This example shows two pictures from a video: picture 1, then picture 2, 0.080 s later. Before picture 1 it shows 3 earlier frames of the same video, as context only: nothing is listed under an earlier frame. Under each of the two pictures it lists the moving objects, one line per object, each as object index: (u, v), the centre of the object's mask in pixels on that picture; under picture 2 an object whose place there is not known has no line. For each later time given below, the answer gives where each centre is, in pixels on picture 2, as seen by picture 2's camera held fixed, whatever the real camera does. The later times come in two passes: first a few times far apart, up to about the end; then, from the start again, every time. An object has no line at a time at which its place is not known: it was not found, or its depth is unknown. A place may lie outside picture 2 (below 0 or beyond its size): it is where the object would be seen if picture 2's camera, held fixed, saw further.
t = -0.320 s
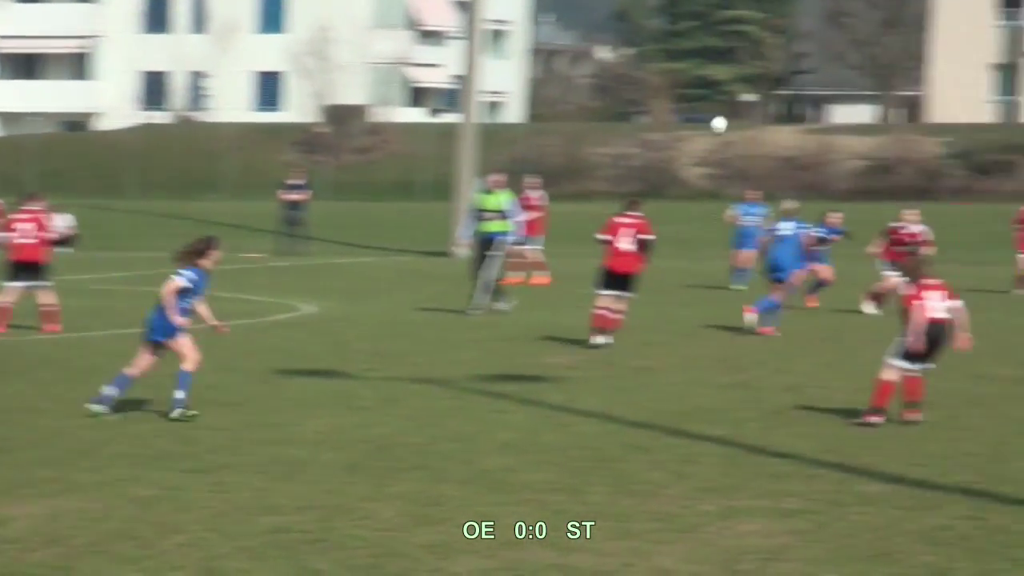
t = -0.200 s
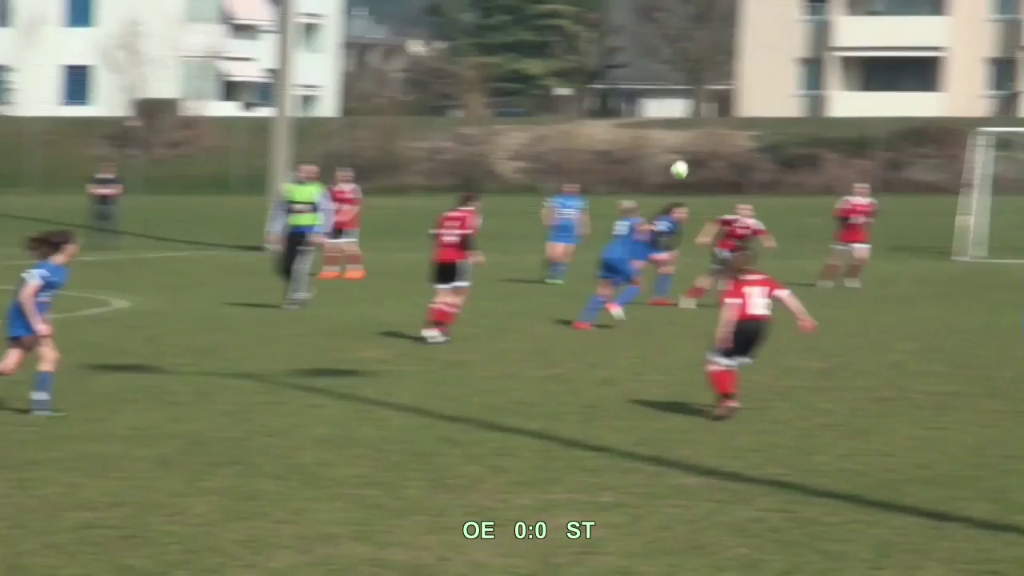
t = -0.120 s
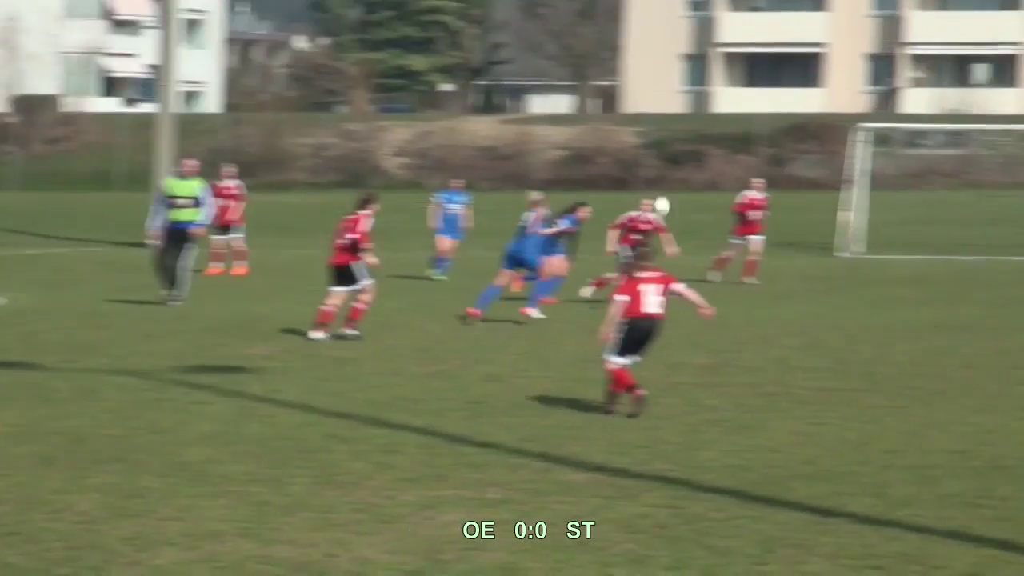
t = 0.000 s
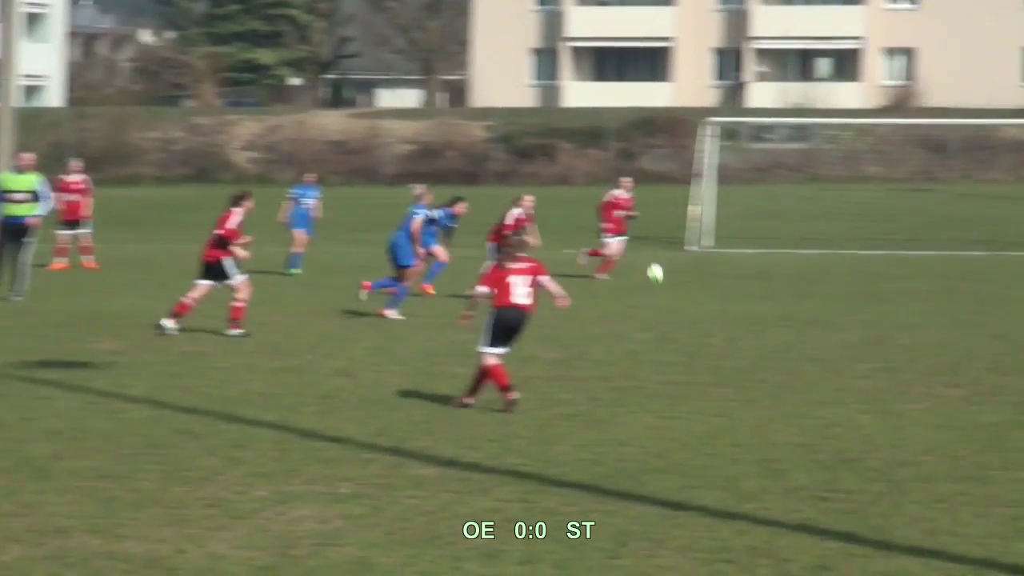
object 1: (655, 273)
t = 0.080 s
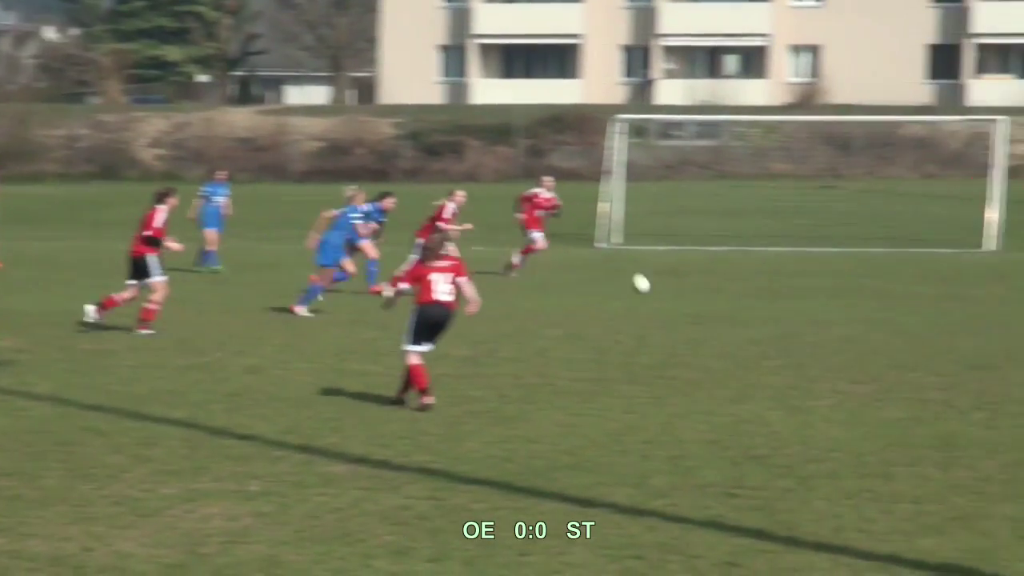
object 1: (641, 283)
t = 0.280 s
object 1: (772, 205)
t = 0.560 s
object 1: (959, 156)
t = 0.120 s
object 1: (667, 265)
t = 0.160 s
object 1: (693, 248)
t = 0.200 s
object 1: (719, 231)
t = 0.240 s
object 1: (745, 218)
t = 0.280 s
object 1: (772, 205)
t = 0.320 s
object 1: (797, 193)
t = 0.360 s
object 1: (824, 184)
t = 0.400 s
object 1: (851, 176)
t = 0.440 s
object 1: (878, 169)
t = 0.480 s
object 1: (904, 164)
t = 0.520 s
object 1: (932, 160)
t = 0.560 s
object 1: (959, 156)
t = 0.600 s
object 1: (984, 156)
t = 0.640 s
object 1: (1012, 156)
